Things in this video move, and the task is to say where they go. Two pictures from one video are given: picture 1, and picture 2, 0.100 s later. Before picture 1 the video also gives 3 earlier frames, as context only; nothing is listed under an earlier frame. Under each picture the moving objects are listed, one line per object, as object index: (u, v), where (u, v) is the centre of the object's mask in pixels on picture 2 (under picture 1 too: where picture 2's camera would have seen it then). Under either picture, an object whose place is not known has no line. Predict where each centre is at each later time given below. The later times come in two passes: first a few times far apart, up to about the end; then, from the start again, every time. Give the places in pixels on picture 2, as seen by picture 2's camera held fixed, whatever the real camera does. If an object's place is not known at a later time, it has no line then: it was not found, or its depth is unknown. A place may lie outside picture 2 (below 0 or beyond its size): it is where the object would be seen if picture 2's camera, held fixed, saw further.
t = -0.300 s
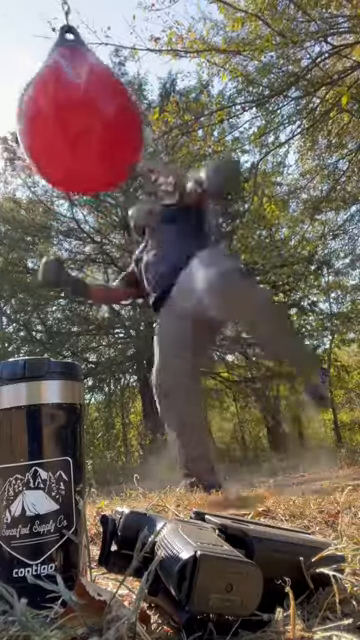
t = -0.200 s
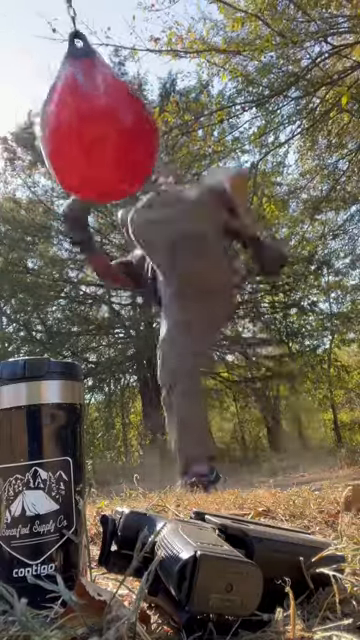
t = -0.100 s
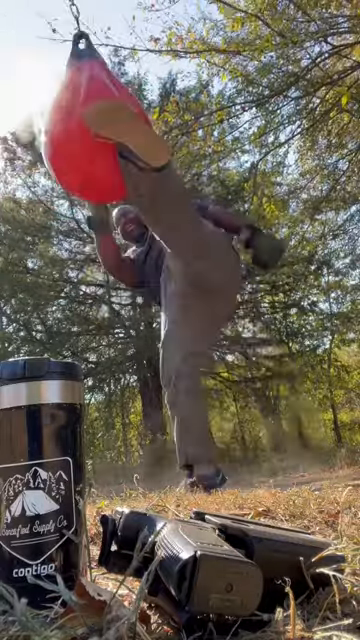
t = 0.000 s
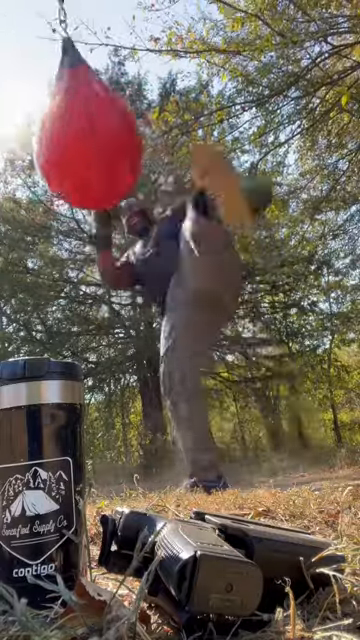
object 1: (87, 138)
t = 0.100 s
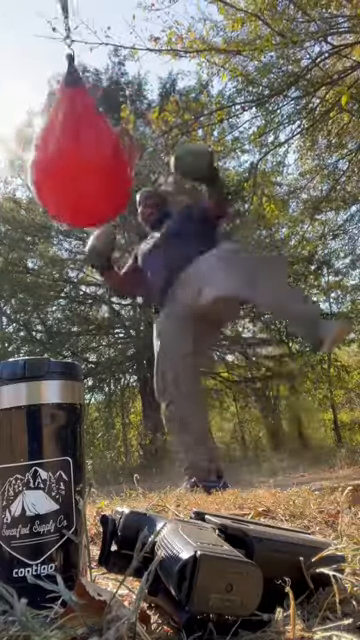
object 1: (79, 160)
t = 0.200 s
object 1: (72, 170)
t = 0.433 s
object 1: (56, 139)
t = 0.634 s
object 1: (51, 136)
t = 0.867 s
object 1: (58, 105)
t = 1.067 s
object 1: (79, 65)
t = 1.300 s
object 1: (110, 78)
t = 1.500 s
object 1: (110, 98)
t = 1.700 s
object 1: (102, 142)
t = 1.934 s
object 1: (80, 155)
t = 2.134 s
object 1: (59, 146)
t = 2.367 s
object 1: (47, 155)
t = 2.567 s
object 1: (49, 122)
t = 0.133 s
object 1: (77, 165)
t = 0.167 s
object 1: (74, 169)
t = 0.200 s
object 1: (72, 170)
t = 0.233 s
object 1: (70, 169)
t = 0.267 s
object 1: (67, 167)
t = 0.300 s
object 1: (65, 163)
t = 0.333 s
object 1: (62, 157)
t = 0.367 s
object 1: (60, 150)
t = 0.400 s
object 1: (57, 144)
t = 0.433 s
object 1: (56, 139)
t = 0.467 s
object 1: (54, 136)
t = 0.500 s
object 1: (53, 133)
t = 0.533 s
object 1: (52, 132)
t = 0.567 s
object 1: (51, 133)
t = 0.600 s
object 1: (51, 134)
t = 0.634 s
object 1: (51, 136)
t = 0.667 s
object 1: (51, 136)
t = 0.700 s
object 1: (51, 136)
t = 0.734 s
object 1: (52, 134)
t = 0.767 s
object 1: (53, 130)
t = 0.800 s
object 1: (55, 123)
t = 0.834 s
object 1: (56, 115)
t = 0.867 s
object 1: (58, 105)
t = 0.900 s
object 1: (61, 95)
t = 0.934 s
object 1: (63, 86)
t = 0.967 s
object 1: (66, 77)
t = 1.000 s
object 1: (69, 71)
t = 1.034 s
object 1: (74, 67)
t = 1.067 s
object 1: (79, 65)
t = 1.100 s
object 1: (84, 65)
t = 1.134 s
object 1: (89, 66)
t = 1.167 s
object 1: (94, 67)
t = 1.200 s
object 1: (99, 70)
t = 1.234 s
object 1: (104, 73)
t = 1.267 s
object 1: (107, 75)
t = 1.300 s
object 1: (110, 78)
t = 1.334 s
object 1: (112, 81)
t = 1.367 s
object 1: (113, 84)
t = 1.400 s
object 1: (113, 87)
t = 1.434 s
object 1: (112, 90)
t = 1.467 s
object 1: (111, 93)
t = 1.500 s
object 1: (110, 98)
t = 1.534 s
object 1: (109, 103)
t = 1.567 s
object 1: (108, 109)
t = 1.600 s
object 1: (107, 117)
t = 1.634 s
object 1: (105, 125)
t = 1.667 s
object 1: (104, 134)
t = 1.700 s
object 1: (102, 142)
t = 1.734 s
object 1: (100, 149)
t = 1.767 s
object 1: (98, 155)
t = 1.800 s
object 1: (95, 159)
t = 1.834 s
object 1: (92, 160)
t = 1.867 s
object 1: (88, 160)
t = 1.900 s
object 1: (84, 158)
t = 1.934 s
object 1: (80, 155)
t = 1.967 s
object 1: (76, 151)
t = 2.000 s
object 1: (72, 148)
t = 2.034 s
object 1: (68, 145)
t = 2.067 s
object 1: (65, 144)
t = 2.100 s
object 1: (62, 145)
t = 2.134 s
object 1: (59, 146)
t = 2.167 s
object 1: (56, 148)
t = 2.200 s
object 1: (54, 151)
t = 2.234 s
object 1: (51, 153)
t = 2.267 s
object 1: (50, 156)
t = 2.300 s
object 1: (49, 156)
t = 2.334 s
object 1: (48, 157)
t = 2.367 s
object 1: (47, 155)
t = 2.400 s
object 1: (47, 152)
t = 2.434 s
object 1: (47, 147)
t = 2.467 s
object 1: (46, 141)
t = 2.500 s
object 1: (47, 134)
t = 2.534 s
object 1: (48, 128)
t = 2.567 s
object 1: (49, 122)
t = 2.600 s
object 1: (51, 116)
